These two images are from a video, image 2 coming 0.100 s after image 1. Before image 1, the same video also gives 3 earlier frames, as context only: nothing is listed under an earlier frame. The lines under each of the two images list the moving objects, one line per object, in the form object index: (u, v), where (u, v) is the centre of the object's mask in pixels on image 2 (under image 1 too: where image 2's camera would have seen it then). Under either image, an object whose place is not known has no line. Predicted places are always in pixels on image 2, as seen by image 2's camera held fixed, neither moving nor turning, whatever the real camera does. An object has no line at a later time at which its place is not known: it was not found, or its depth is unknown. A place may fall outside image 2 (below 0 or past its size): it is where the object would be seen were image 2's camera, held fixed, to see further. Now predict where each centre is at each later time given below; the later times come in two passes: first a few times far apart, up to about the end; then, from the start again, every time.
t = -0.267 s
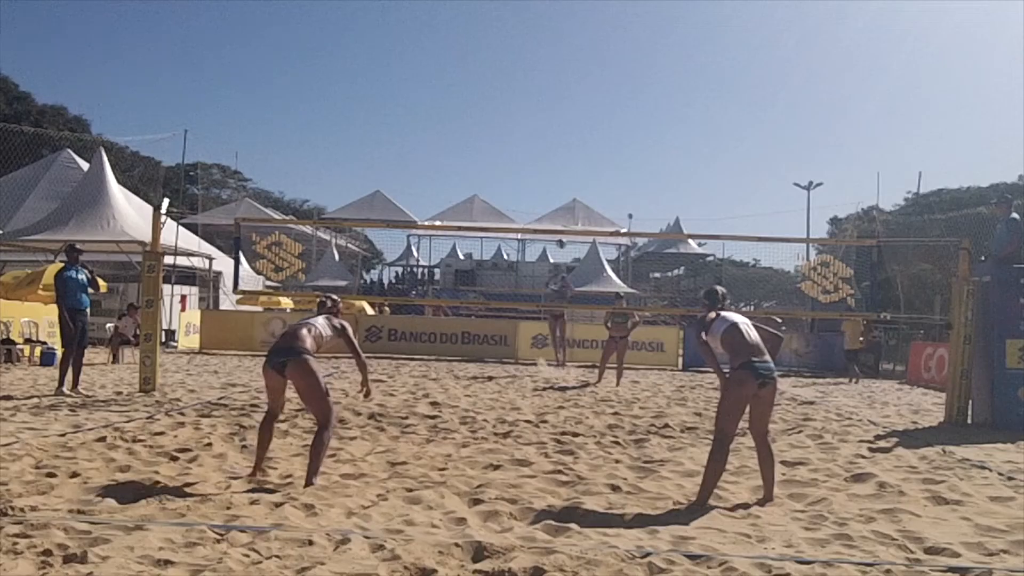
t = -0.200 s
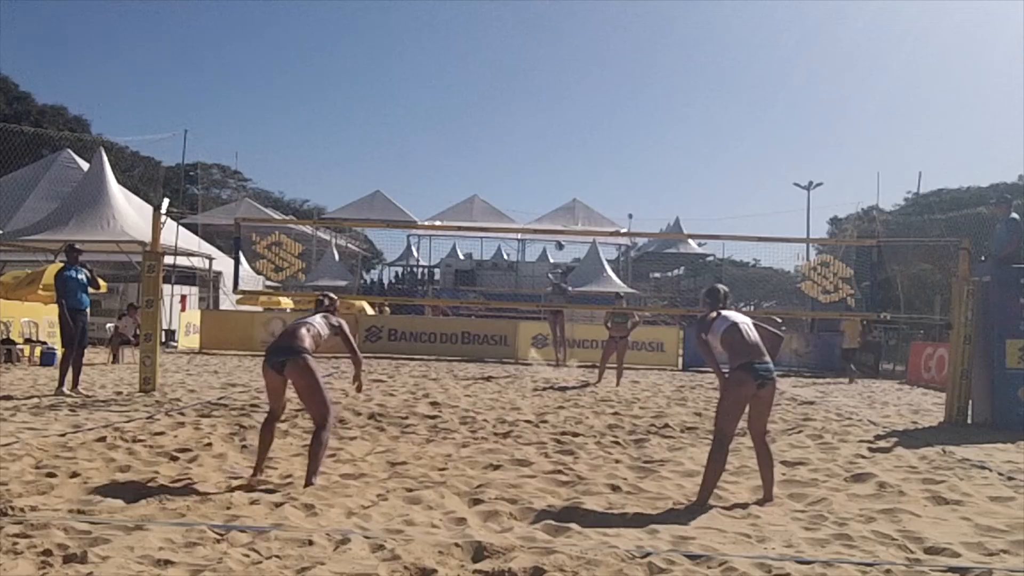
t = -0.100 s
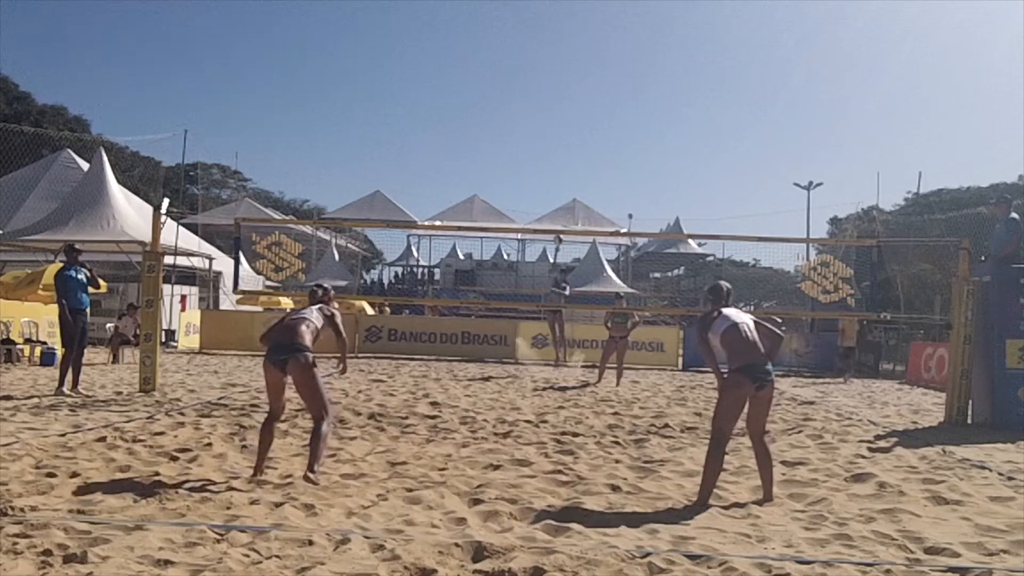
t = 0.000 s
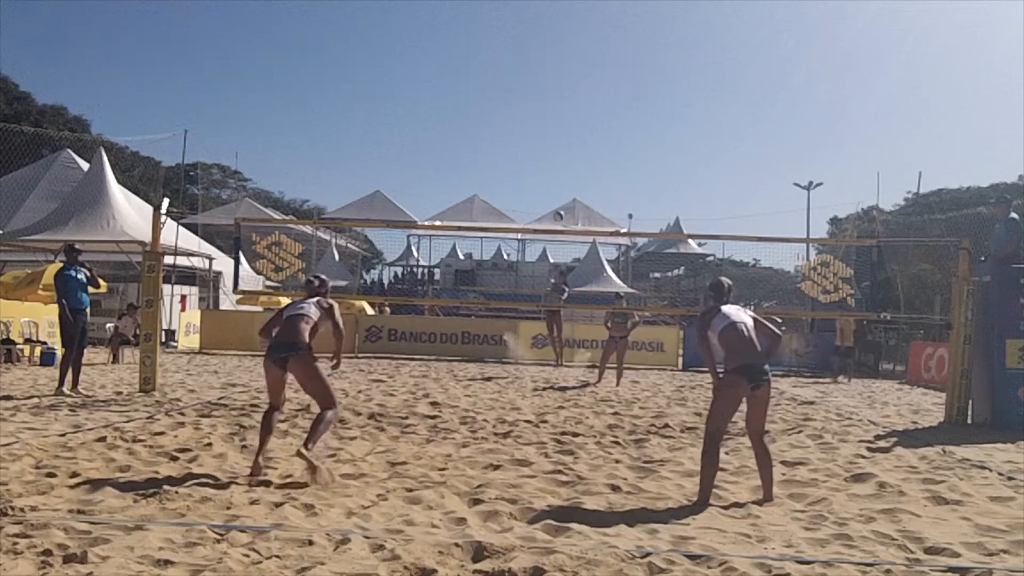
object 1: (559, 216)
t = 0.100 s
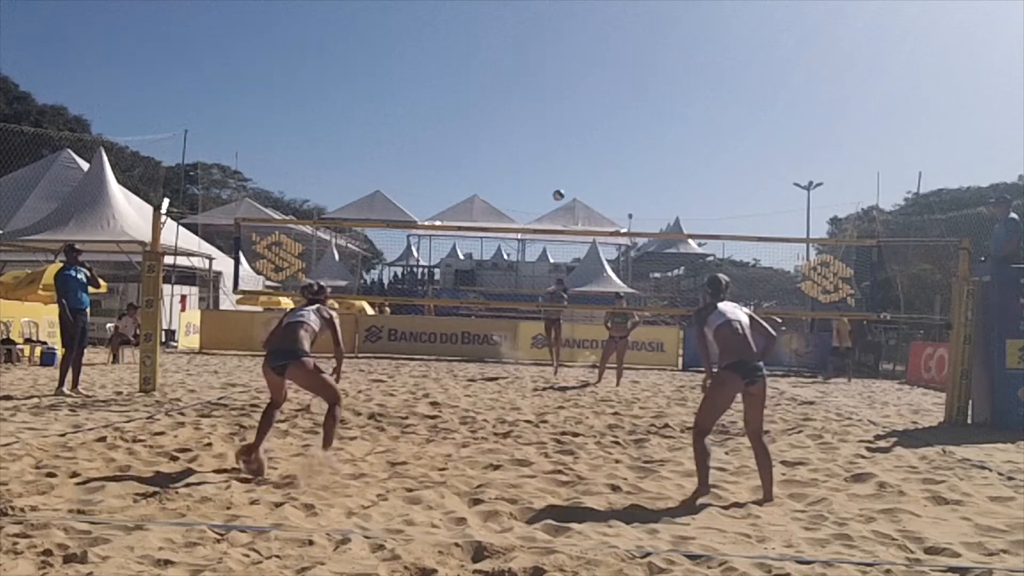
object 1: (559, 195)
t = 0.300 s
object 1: (556, 161)
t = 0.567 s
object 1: (551, 148)
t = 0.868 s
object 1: (540, 204)
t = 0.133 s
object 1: (558, 188)
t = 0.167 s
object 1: (558, 182)
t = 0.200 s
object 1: (558, 176)
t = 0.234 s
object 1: (557, 171)
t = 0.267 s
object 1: (557, 166)
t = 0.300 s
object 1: (556, 161)
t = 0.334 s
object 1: (556, 157)
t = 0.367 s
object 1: (555, 154)
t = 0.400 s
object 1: (554, 151)
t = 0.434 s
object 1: (554, 149)
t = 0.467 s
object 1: (553, 148)
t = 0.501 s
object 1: (552, 147)
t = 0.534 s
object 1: (552, 147)
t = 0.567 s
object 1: (551, 148)
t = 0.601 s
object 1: (550, 149)
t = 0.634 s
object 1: (550, 151)
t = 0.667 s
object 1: (548, 155)
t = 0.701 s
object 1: (547, 160)
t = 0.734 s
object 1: (546, 166)
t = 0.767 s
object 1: (545, 174)
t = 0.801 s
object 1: (543, 183)
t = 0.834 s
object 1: (542, 192)
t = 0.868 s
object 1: (540, 204)
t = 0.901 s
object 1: (539, 217)
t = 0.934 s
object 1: (537, 233)
